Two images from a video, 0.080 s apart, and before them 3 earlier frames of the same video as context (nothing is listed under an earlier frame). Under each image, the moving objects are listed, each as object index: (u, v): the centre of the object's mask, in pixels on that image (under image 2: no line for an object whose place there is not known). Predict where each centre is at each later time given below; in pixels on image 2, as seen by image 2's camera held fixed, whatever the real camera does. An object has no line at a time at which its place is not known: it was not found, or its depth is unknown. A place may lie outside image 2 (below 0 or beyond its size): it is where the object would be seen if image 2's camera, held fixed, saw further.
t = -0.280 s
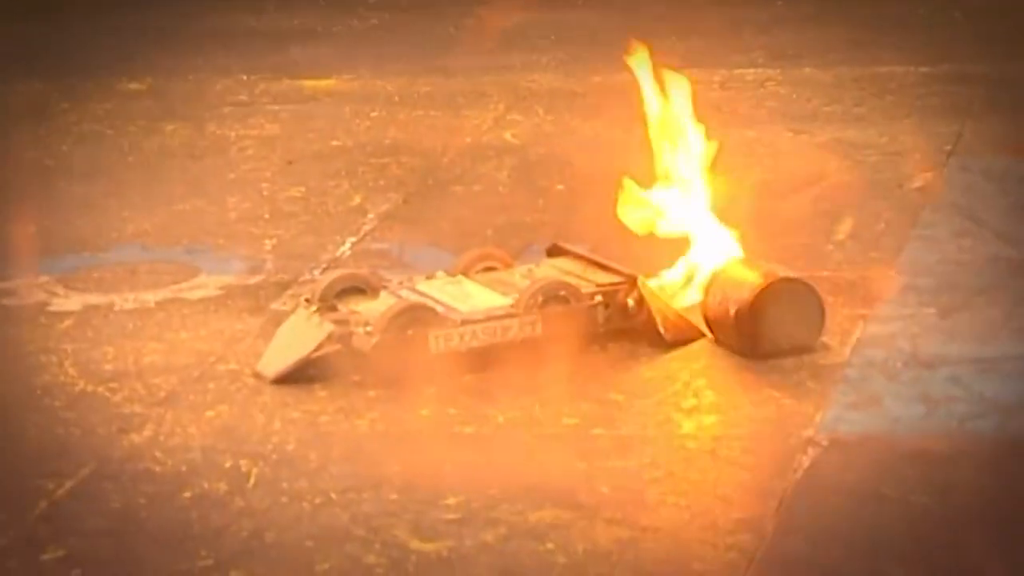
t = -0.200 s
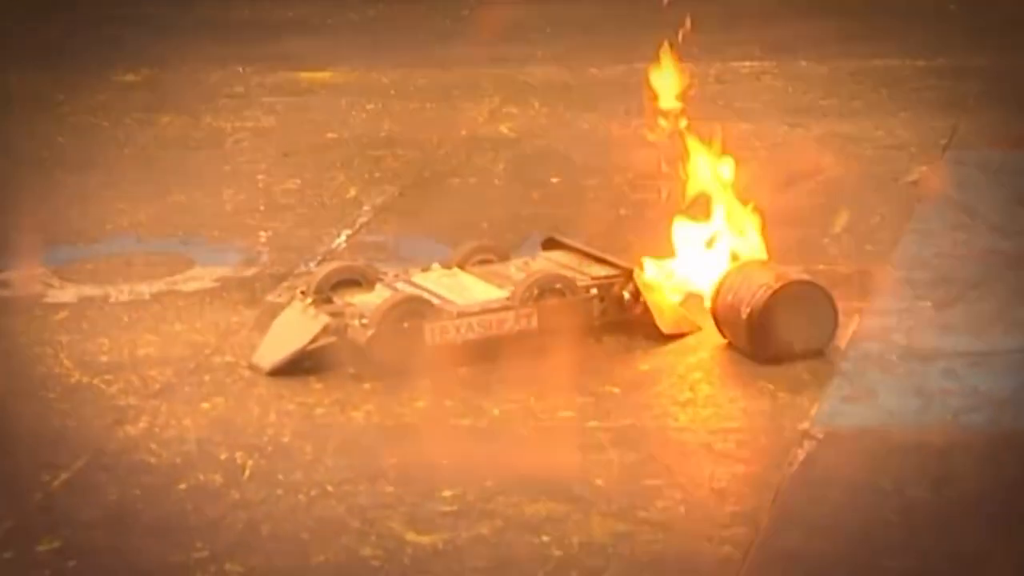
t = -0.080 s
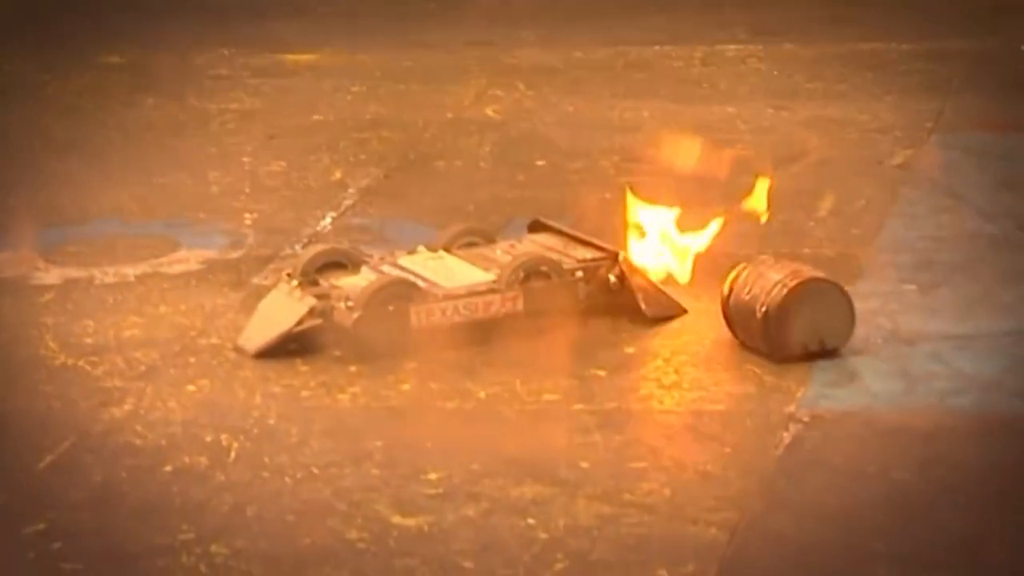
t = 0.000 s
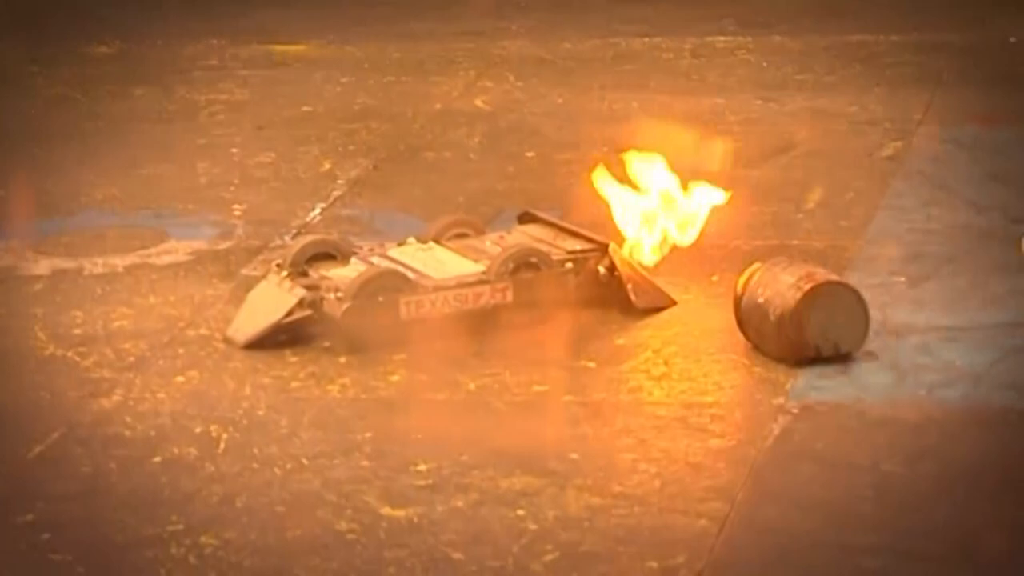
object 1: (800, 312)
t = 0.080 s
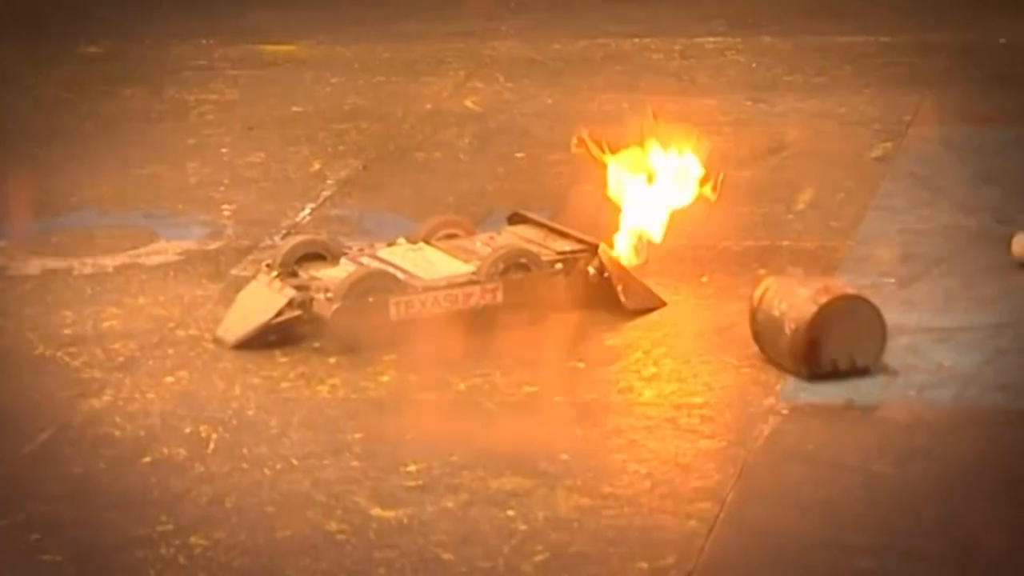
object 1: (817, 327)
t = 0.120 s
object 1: (830, 334)
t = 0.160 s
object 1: (843, 340)
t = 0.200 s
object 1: (856, 348)
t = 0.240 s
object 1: (869, 356)
